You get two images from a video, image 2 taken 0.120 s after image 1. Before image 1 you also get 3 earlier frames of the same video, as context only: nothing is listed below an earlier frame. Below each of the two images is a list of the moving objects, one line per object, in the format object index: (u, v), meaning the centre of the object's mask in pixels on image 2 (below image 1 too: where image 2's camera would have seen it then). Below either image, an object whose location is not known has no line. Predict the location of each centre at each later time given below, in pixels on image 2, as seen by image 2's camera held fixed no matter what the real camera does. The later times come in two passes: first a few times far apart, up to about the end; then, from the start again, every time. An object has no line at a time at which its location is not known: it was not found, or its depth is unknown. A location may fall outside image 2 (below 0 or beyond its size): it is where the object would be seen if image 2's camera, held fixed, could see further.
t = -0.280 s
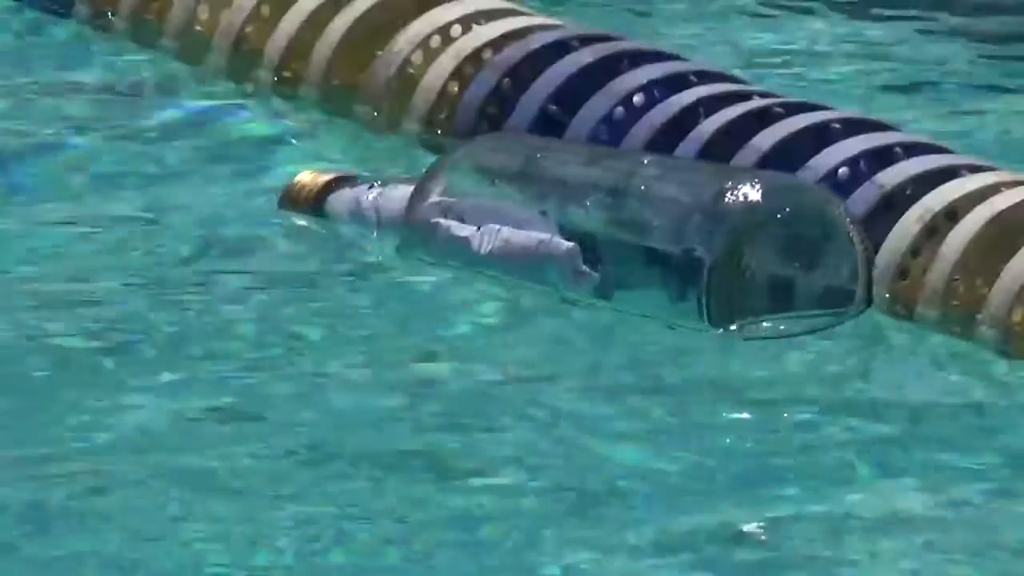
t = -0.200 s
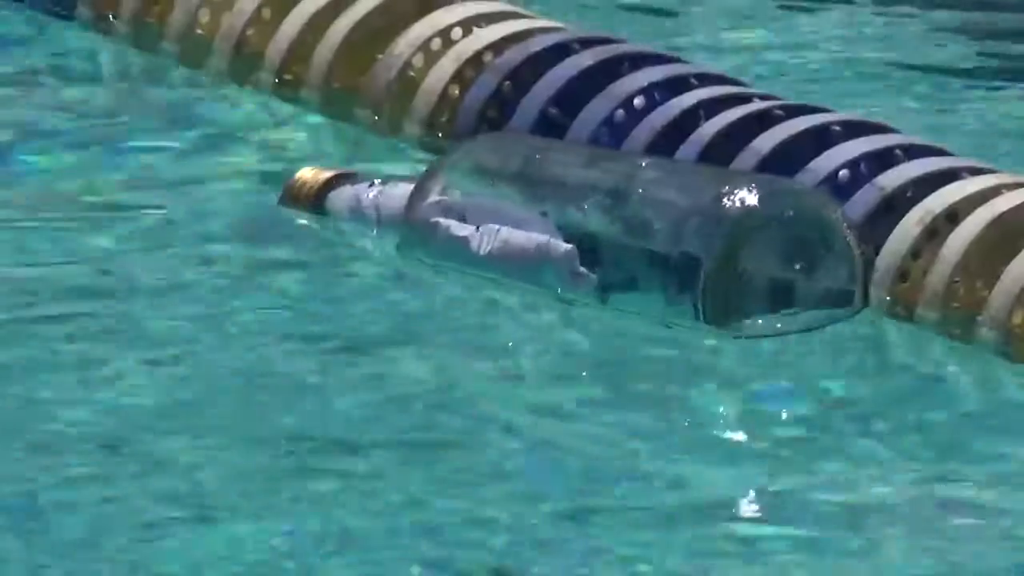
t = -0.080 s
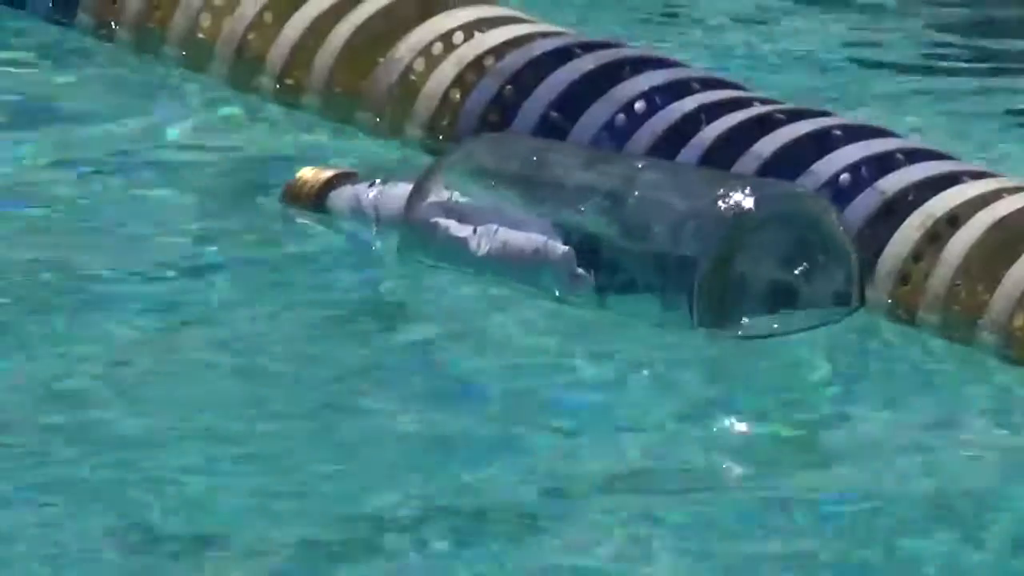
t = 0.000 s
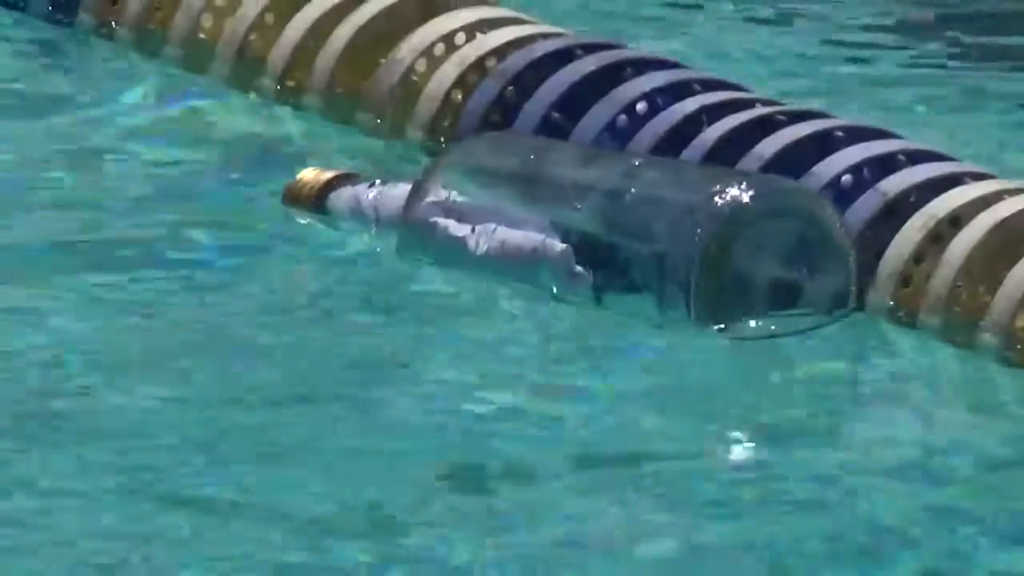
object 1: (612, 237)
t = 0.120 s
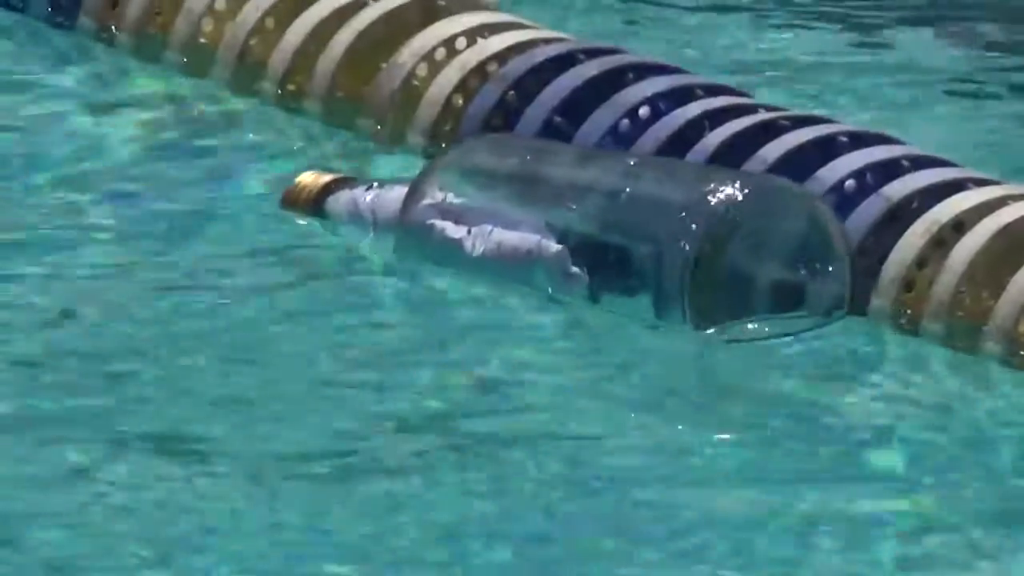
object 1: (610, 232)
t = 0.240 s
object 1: (600, 228)
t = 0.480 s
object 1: (592, 222)
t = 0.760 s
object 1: (579, 213)
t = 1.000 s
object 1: (567, 207)
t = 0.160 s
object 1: (606, 231)
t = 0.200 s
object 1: (603, 230)
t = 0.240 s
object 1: (600, 228)
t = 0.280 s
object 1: (598, 227)
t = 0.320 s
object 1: (598, 226)
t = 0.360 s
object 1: (596, 224)
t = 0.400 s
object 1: (596, 224)
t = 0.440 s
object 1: (591, 224)
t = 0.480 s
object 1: (592, 222)
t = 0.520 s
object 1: (589, 221)
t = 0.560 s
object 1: (591, 220)
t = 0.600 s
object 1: (590, 219)
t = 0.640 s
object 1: (586, 218)
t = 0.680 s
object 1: (583, 217)
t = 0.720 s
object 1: (581, 215)
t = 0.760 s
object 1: (579, 213)
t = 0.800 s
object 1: (576, 212)
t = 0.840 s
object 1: (574, 211)
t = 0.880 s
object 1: (572, 210)
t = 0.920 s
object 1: (571, 209)
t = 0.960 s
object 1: (571, 208)
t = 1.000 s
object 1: (567, 207)
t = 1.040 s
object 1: (564, 207)
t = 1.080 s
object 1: (558, 206)
